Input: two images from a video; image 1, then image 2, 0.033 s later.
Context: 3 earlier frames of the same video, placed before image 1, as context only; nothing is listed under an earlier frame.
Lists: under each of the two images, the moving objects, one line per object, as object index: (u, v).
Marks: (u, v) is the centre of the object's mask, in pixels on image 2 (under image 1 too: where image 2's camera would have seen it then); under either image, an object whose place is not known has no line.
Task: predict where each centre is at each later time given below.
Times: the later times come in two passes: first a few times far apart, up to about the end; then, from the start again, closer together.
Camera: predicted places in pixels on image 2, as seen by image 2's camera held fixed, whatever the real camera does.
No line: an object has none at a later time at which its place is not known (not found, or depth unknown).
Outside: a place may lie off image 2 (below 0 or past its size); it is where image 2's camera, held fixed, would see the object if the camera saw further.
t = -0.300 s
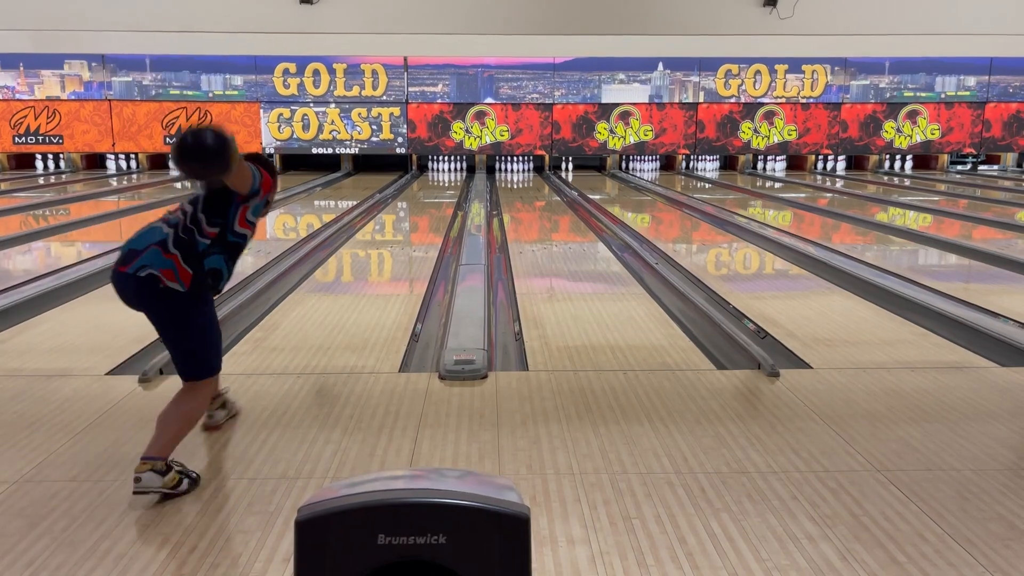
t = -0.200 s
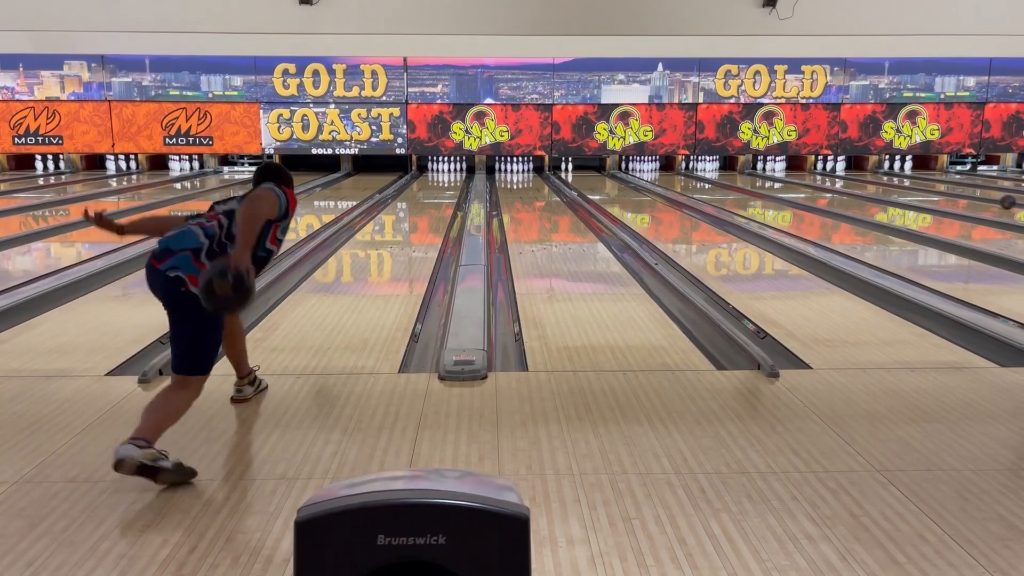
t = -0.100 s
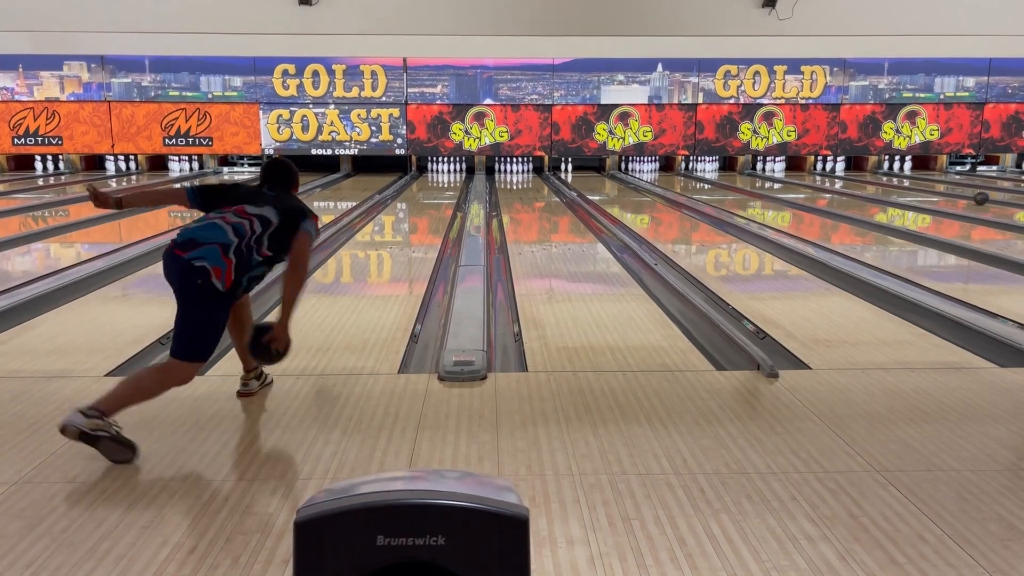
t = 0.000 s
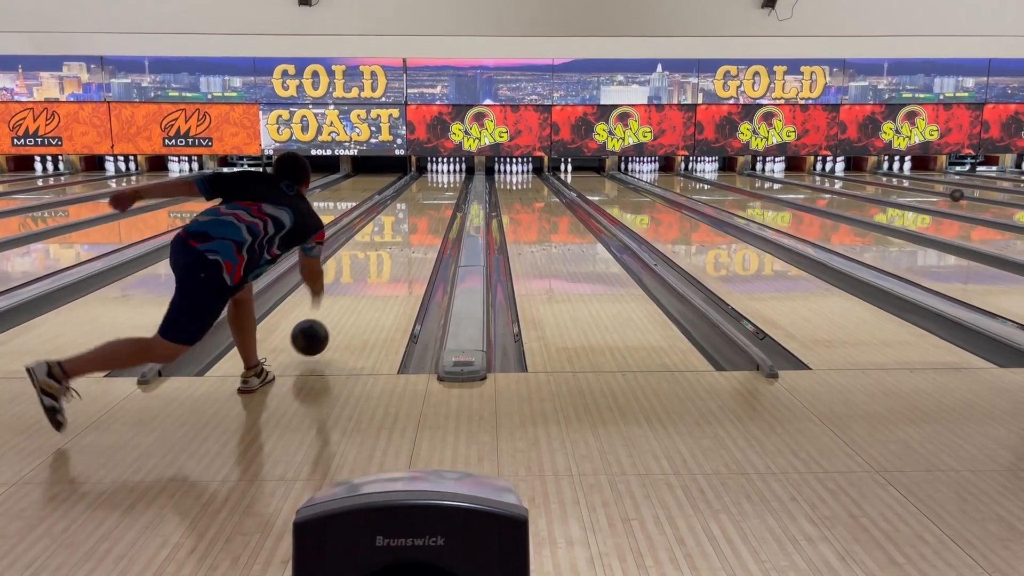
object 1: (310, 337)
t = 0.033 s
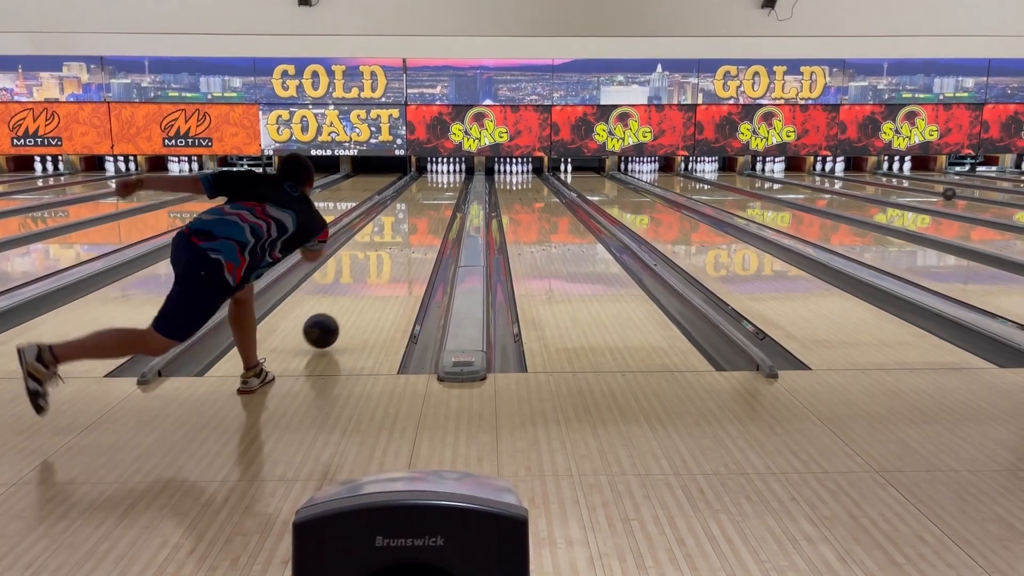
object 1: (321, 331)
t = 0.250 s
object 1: (373, 280)
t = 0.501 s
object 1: (407, 244)
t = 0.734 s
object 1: (426, 223)
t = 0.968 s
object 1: (440, 209)
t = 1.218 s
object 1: (449, 198)
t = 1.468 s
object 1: (455, 189)
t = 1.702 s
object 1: (457, 182)
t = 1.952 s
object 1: (458, 177)
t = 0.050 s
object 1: (326, 328)
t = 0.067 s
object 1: (331, 323)
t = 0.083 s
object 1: (336, 318)
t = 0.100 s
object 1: (340, 314)
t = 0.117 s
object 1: (345, 309)
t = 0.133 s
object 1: (349, 305)
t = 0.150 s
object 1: (353, 301)
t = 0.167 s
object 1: (356, 297)
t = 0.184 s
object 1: (360, 293)
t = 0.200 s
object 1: (363, 290)
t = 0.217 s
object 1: (366, 287)
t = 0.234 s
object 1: (369, 283)
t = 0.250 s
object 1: (373, 280)
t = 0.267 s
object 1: (375, 277)
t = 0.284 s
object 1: (378, 274)
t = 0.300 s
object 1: (381, 272)
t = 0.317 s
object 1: (384, 269)
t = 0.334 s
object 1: (386, 267)
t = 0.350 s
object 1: (388, 264)
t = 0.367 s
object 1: (391, 262)
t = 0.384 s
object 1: (393, 259)
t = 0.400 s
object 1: (395, 257)
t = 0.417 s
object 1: (397, 255)
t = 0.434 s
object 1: (399, 253)
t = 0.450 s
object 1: (401, 250)
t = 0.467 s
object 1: (403, 248)
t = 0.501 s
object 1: (407, 244)
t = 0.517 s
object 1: (408, 243)
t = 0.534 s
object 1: (410, 241)
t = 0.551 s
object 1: (412, 239)
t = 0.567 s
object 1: (413, 238)
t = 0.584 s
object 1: (415, 236)
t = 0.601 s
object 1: (416, 234)
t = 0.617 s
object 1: (417, 233)
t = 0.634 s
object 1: (419, 231)
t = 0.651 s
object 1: (420, 230)
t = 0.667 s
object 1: (422, 229)
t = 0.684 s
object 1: (423, 227)
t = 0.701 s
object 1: (424, 226)
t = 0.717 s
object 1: (425, 225)
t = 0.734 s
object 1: (426, 223)
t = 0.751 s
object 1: (428, 222)
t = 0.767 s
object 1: (429, 221)
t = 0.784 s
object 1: (430, 220)
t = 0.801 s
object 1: (431, 219)
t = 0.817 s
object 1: (432, 218)
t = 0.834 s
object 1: (433, 217)
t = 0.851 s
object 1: (434, 216)
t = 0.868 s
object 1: (435, 215)
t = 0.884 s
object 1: (436, 214)
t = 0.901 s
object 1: (436, 213)
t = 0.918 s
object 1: (437, 212)
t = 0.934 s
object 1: (438, 211)
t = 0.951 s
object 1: (439, 210)
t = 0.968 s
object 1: (440, 209)
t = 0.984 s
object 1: (441, 208)
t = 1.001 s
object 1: (441, 207)
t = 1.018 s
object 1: (442, 206)
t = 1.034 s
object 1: (443, 206)
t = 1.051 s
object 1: (444, 205)
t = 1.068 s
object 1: (444, 204)
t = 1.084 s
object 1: (445, 203)
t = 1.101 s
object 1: (446, 202)
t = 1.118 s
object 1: (446, 202)
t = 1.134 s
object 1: (447, 201)
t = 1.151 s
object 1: (447, 200)
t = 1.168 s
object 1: (448, 200)
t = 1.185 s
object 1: (449, 199)
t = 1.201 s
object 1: (449, 198)
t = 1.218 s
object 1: (449, 198)
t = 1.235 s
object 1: (450, 197)
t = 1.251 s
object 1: (450, 196)
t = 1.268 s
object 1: (451, 196)
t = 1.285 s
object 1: (451, 195)
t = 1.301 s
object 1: (452, 195)
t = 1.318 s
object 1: (452, 194)
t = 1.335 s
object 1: (453, 193)
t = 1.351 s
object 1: (453, 193)
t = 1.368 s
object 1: (453, 192)
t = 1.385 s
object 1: (454, 192)
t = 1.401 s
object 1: (454, 191)
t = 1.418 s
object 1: (454, 191)
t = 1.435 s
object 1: (454, 190)
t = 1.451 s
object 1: (455, 190)
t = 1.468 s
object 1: (455, 189)
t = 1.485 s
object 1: (456, 188)
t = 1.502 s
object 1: (456, 188)
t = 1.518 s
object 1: (456, 187)
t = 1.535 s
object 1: (456, 187)
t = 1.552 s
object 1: (457, 186)
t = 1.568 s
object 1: (457, 186)
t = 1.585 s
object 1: (457, 185)
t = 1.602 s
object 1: (457, 185)
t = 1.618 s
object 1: (457, 184)
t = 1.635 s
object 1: (457, 184)
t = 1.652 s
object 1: (457, 183)
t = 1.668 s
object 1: (457, 183)
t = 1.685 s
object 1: (457, 183)
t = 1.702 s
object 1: (457, 182)
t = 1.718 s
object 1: (457, 182)
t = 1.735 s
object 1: (457, 181)
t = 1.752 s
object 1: (458, 181)
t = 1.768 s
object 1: (458, 181)
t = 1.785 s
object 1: (458, 180)
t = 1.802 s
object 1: (457, 180)
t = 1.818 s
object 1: (458, 180)
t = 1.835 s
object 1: (458, 179)
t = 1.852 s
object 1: (458, 179)
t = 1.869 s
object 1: (458, 179)
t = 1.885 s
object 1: (457, 178)
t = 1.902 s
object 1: (458, 178)
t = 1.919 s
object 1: (457, 178)
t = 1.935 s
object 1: (457, 178)
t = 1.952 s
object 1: (458, 177)
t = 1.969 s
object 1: (456, 177)
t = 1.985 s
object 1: (456, 176)
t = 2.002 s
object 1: (456, 176)
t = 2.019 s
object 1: (456, 175)
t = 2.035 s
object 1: (456, 175)
